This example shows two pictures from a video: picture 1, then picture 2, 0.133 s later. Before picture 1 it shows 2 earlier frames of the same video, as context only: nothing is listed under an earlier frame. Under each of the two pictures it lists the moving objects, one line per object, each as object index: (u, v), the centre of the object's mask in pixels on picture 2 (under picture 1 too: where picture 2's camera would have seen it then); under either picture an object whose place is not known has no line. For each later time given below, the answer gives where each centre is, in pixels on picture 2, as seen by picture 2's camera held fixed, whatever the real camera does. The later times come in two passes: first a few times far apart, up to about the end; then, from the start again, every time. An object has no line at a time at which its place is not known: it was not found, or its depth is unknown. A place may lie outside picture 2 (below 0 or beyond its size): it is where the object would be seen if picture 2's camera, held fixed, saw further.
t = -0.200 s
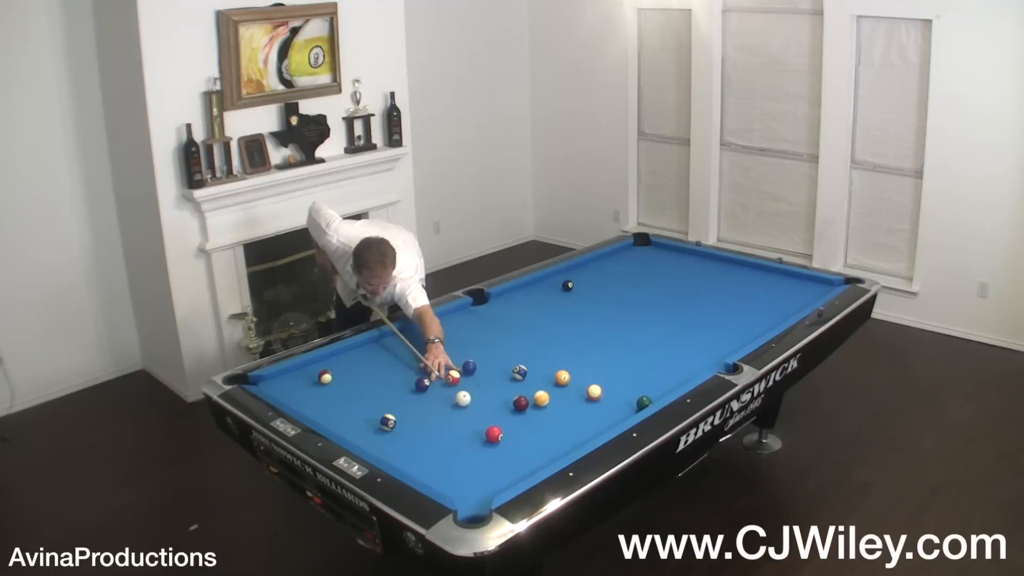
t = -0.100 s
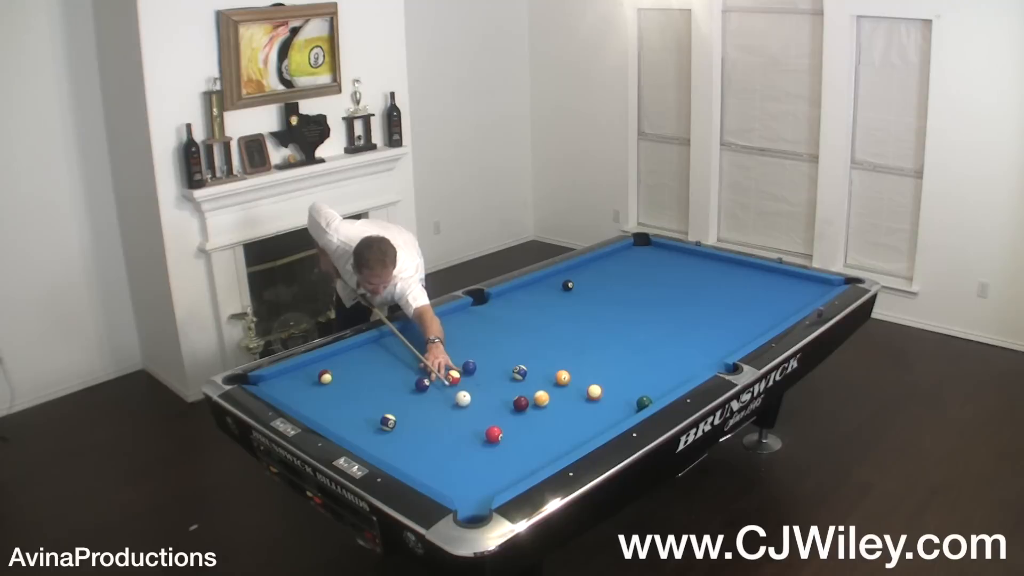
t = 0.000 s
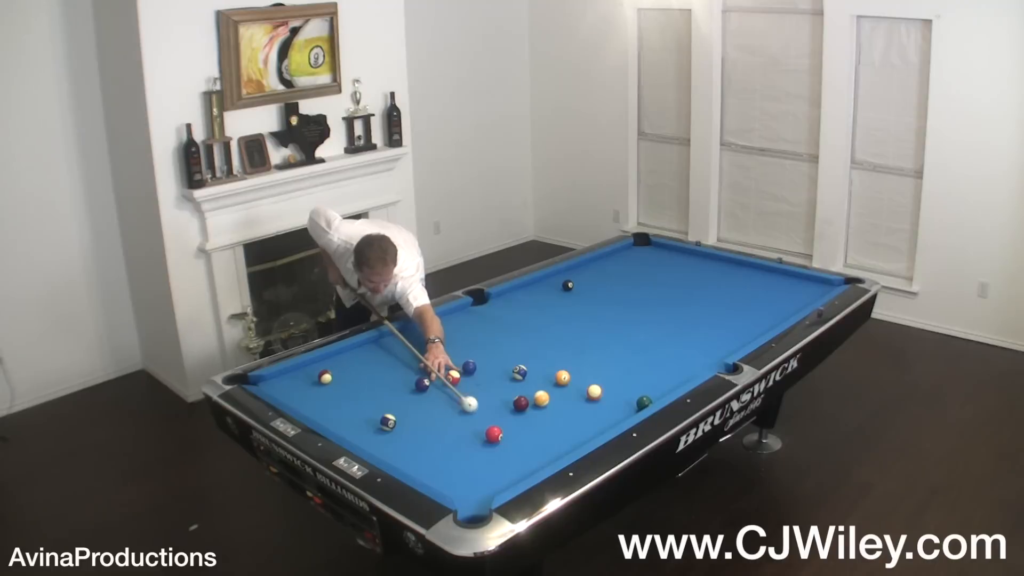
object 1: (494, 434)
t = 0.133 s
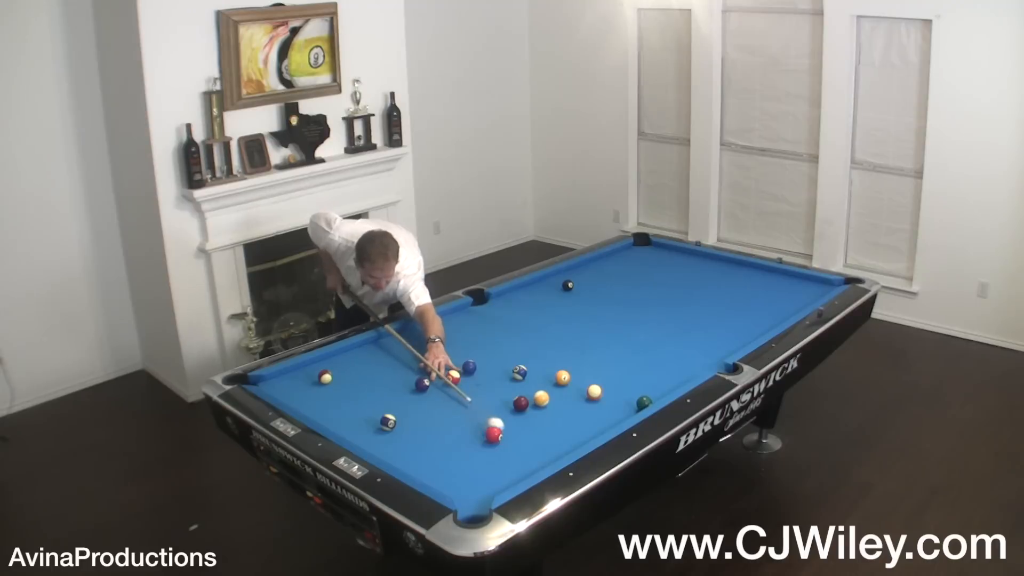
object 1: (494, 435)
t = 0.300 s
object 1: (490, 456)
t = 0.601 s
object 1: (483, 493)
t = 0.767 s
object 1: (478, 518)
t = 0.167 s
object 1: (493, 439)
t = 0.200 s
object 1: (492, 443)
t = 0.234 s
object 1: (491, 448)
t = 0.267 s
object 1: (491, 452)
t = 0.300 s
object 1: (490, 456)
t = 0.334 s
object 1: (489, 459)
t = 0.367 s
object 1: (488, 463)
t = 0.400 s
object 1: (488, 468)
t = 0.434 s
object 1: (487, 472)
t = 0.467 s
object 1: (486, 476)
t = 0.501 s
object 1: (485, 480)
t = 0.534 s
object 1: (485, 484)
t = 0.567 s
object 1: (484, 489)
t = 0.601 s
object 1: (483, 493)
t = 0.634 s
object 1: (482, 497)
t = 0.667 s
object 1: (481, 501)
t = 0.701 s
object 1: (480, 505)
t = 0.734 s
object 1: (479, 511)
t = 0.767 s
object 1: (478, 518)
